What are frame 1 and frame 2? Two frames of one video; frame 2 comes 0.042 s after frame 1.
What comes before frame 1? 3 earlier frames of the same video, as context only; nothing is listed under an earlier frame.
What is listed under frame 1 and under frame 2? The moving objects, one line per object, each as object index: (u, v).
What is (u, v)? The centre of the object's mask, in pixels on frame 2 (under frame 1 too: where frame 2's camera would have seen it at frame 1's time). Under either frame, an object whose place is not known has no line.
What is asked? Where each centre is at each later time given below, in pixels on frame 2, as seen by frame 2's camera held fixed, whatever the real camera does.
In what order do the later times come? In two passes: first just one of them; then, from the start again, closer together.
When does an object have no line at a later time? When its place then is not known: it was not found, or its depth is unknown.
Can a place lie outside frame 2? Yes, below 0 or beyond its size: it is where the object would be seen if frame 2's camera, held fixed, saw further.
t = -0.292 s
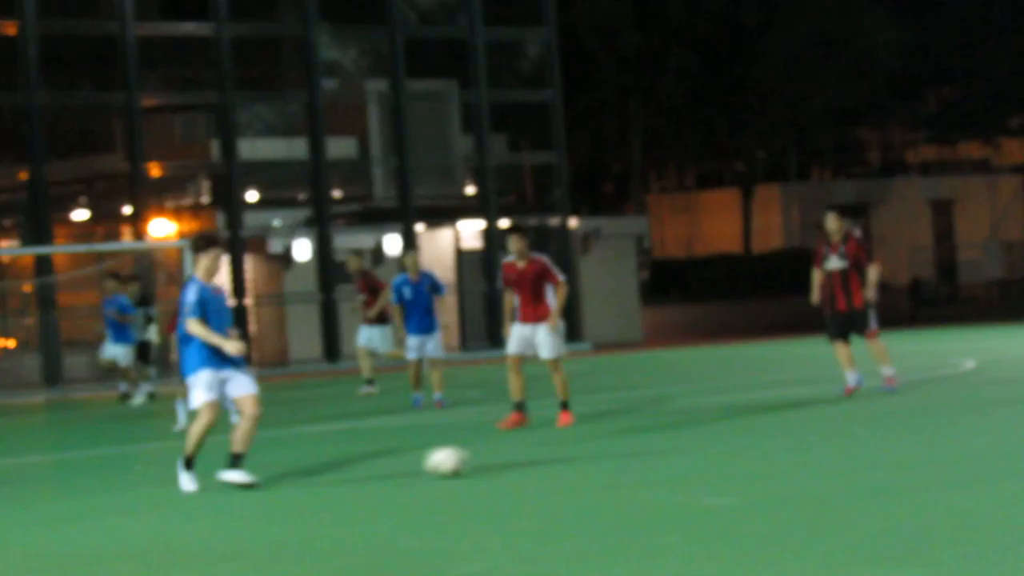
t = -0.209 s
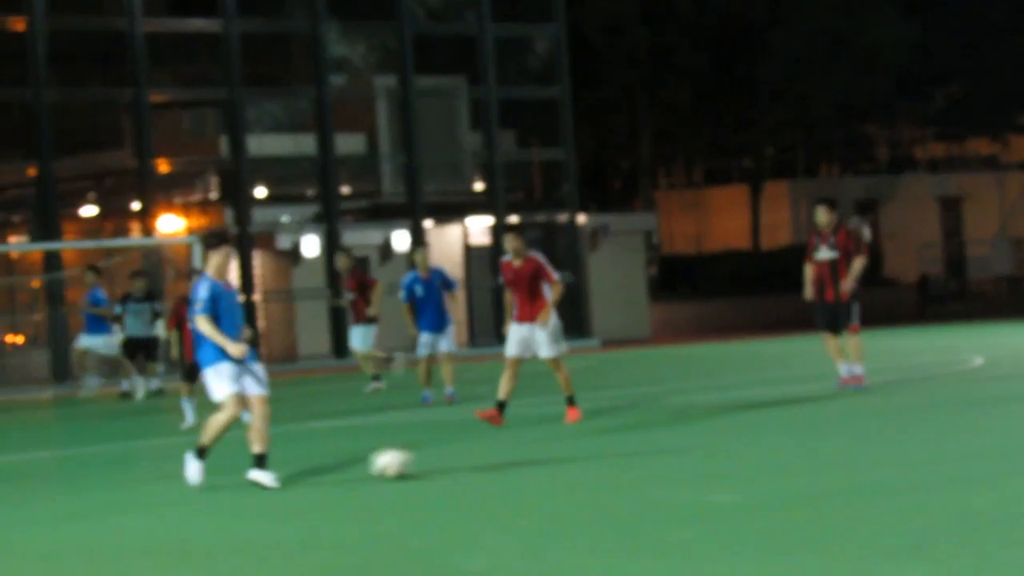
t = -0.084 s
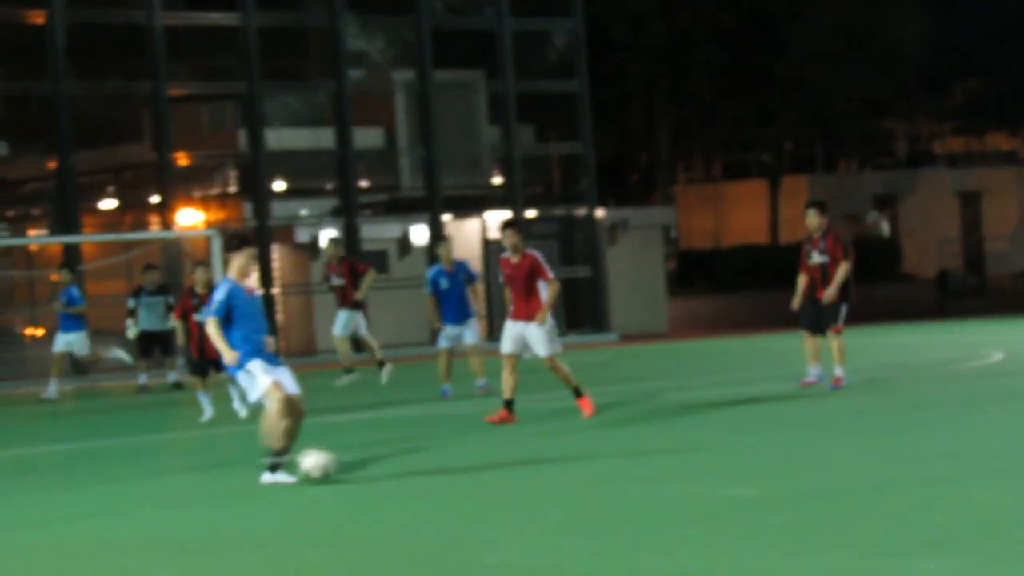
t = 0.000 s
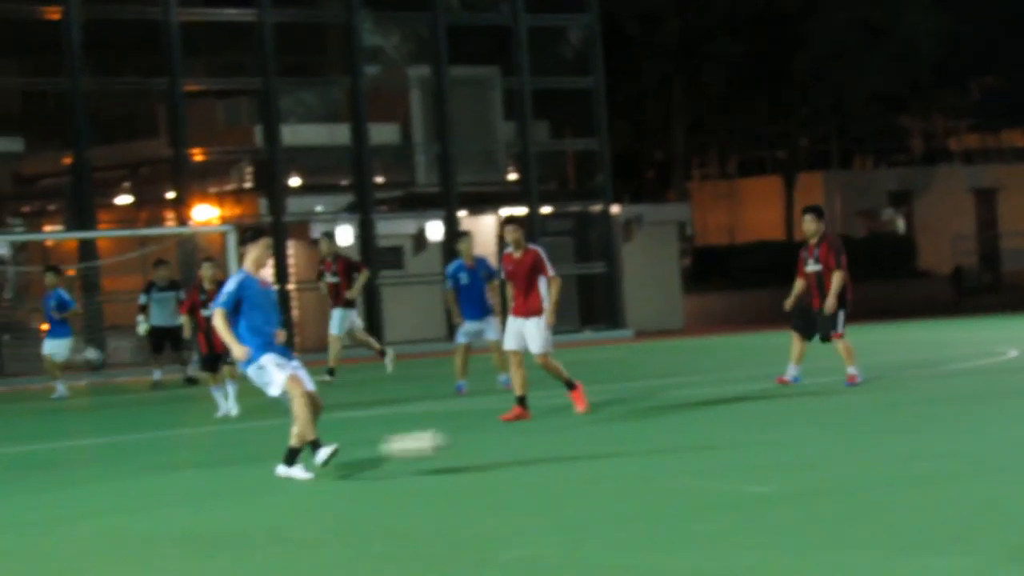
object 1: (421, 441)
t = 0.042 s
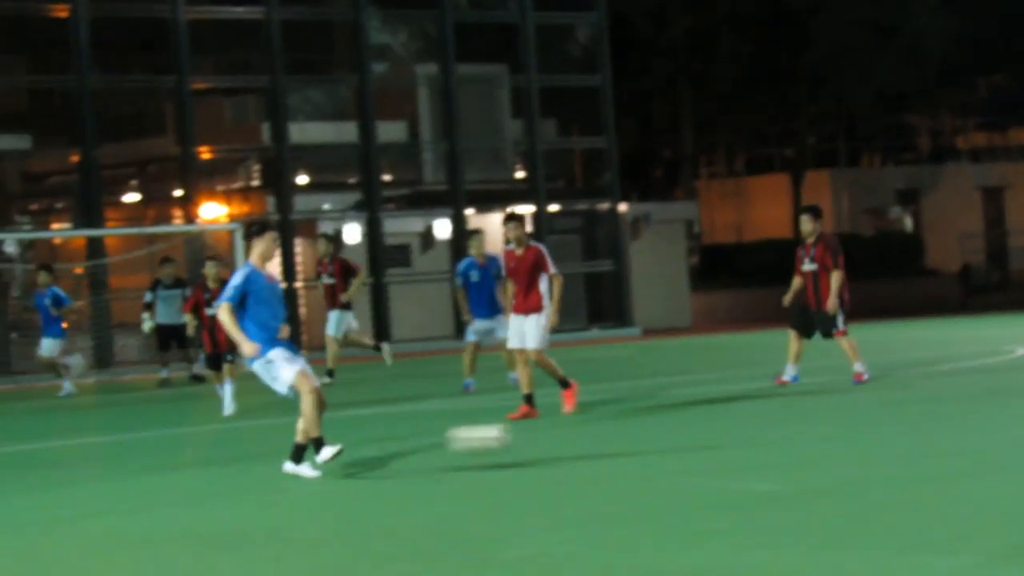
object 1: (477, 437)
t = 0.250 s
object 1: (750, 432)
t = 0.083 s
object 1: (535, 433)
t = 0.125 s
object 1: (592, 433)
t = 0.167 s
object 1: (650, 435)
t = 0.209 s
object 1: (704, 439)
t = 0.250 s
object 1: (750, 432)
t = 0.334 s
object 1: (834, 423)
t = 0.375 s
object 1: (878, 421)
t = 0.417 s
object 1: (925, 425)
